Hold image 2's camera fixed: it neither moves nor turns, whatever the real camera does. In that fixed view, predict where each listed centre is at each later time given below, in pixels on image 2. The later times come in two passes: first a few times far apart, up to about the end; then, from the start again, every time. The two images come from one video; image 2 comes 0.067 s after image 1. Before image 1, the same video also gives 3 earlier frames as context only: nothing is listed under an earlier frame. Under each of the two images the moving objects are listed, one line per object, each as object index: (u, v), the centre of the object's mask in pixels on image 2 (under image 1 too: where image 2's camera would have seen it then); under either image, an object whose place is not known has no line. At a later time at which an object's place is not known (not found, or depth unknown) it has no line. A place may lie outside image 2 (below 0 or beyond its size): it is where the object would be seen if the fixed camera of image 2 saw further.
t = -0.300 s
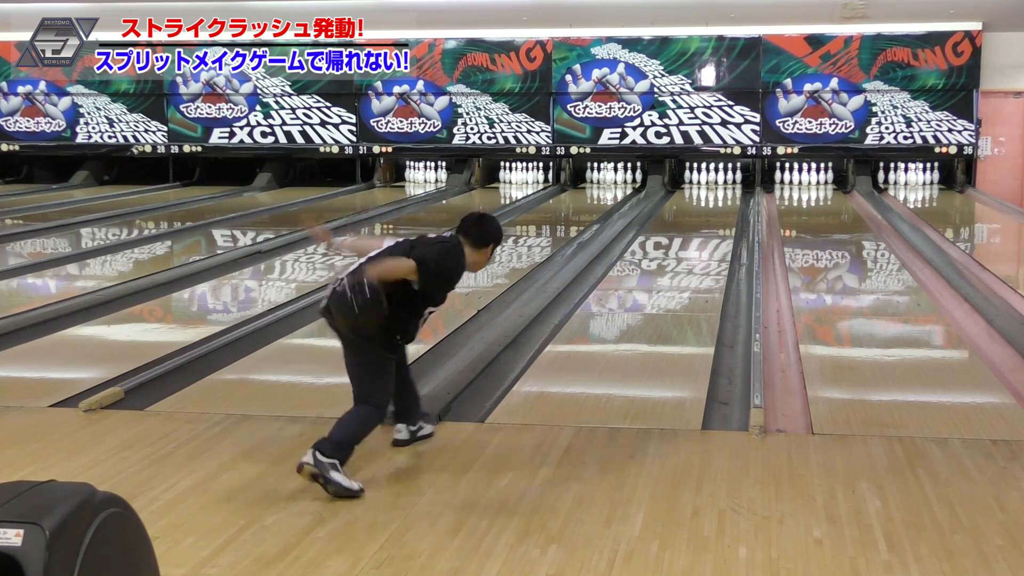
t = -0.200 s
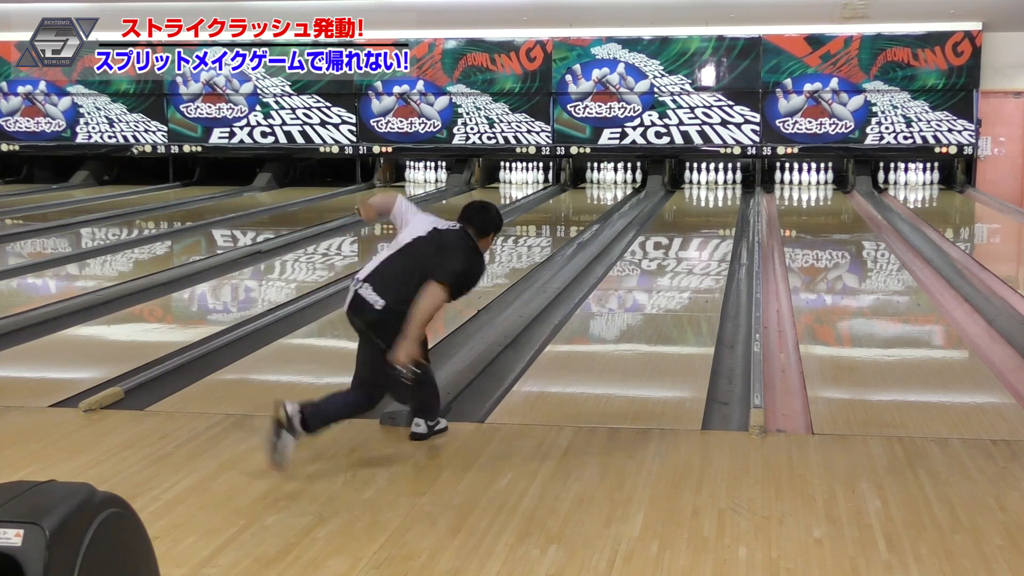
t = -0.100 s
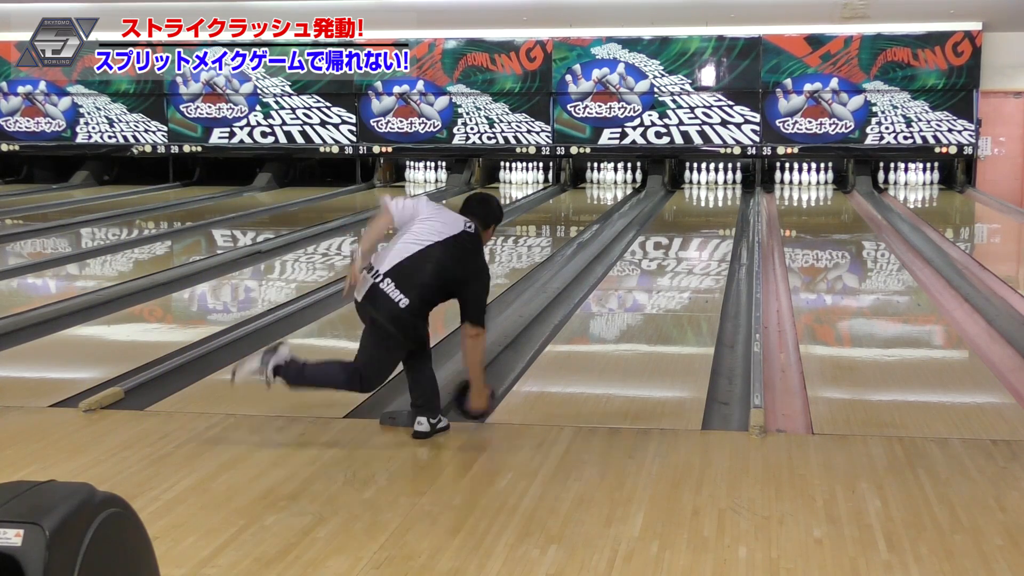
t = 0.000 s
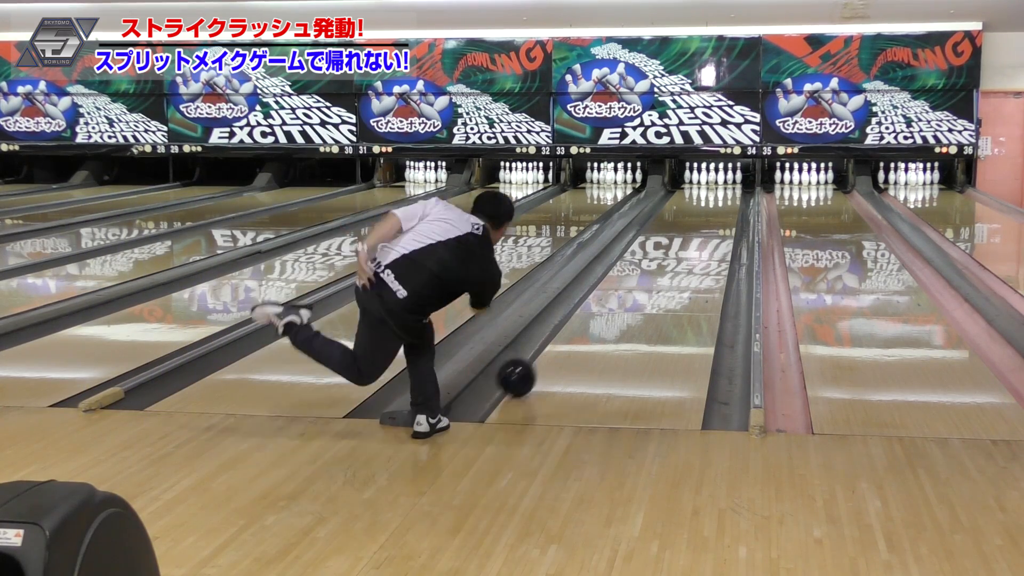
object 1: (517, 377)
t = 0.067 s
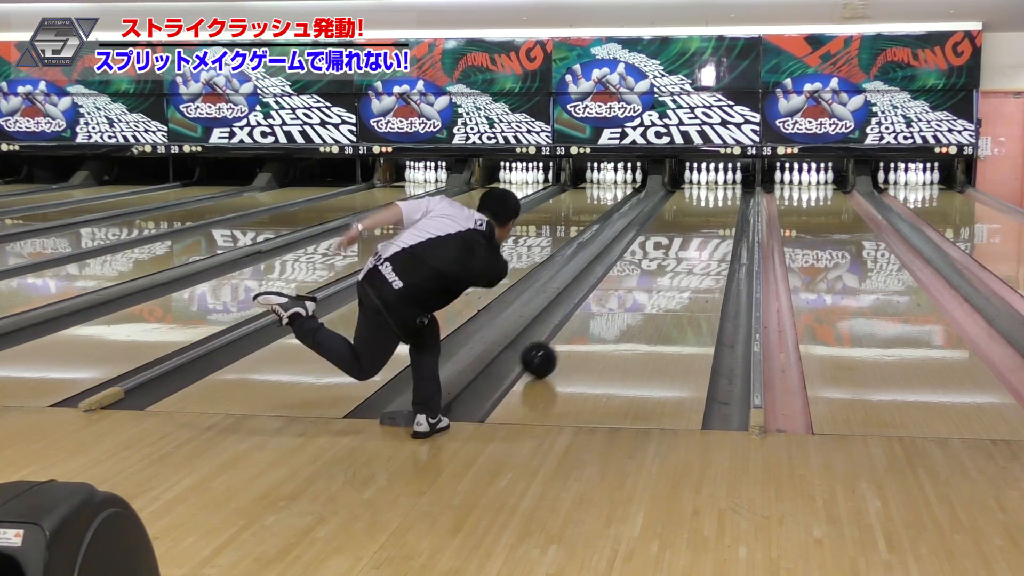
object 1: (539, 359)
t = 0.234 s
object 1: (584, 324)
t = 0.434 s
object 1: (624, 292)
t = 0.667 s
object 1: (657, 265)
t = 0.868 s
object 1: (679, 247)
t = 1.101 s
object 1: (699, 230)
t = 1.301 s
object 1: (712, 219)
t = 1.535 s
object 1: (723, 208)
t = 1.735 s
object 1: (729, 200)
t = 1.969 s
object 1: (730, 192)
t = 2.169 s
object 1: (725, 186)
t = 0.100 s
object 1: (549, 351)
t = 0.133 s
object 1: (559, 344)
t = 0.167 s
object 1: (567, 337)
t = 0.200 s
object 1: (576, 330)
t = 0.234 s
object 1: (584, 324)
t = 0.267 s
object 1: (592, 318)
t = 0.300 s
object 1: (599, 312)
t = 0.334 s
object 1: (605, 307)
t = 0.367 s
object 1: (612, 302)
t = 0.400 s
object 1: (618, 297)
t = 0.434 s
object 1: (624, 292)
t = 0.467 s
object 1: (629, 288)
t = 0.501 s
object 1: (634, 284)
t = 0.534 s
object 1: (640, 280)
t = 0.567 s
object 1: (644, 276)
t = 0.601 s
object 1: (649, 272)
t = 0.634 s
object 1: (653, 269)
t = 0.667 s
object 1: (657, 265)
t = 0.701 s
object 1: (661, 262)
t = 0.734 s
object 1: (665, 258)
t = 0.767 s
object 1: (669, 256)
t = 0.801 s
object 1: (673, 253)
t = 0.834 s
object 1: (676, 250)
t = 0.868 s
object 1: (679, 247)
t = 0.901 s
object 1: (682, 245)
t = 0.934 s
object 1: (685, 242)
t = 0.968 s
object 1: (689, 240)
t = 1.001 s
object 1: (691, 237)
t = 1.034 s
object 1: (694, 235)
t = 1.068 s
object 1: (696, 233)
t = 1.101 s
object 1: (699, 230)
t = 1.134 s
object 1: (701, 228)
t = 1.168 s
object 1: (704, 226)
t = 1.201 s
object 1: (706, 224)
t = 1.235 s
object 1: (708, 222)
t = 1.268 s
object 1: (710, 221)
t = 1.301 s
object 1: (712, 219)
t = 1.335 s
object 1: (714, 217)
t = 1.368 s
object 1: (715, 215)
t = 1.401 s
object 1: (717, 214)
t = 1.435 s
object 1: (719, 212)
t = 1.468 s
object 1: (720, 210)
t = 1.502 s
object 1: (721, 209)
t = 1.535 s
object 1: (723, 208)
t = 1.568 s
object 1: (724, 206)
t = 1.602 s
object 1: (725, 205)
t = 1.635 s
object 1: (726, 204)
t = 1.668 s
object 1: (727, 202)
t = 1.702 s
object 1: (728, 201)
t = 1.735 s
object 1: (729, 200)
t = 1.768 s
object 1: (729, 198)
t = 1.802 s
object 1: (730, 197)
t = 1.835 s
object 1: (730, 196)
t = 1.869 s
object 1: (730, 195)
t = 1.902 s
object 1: (730, 193)
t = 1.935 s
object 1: (730, 192)
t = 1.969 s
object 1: (730, 192)
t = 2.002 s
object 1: (729, 191)
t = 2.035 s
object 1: (729, 190)
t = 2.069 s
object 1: (728, 189)
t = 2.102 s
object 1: (728, 188)
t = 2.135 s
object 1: (727, 187)
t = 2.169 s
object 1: (725, 186)
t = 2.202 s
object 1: (724, 185)
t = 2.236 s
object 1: (722, 184)
